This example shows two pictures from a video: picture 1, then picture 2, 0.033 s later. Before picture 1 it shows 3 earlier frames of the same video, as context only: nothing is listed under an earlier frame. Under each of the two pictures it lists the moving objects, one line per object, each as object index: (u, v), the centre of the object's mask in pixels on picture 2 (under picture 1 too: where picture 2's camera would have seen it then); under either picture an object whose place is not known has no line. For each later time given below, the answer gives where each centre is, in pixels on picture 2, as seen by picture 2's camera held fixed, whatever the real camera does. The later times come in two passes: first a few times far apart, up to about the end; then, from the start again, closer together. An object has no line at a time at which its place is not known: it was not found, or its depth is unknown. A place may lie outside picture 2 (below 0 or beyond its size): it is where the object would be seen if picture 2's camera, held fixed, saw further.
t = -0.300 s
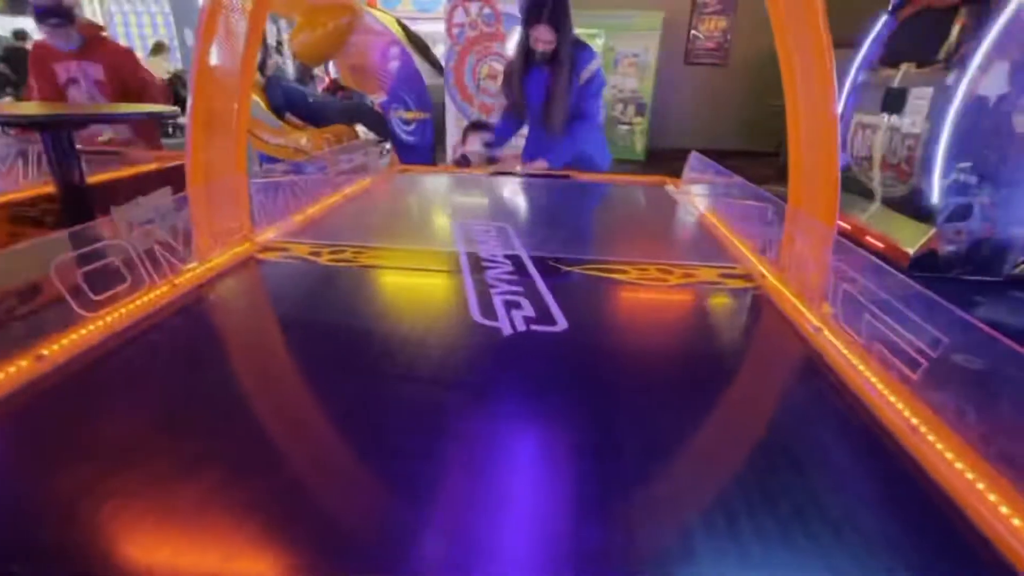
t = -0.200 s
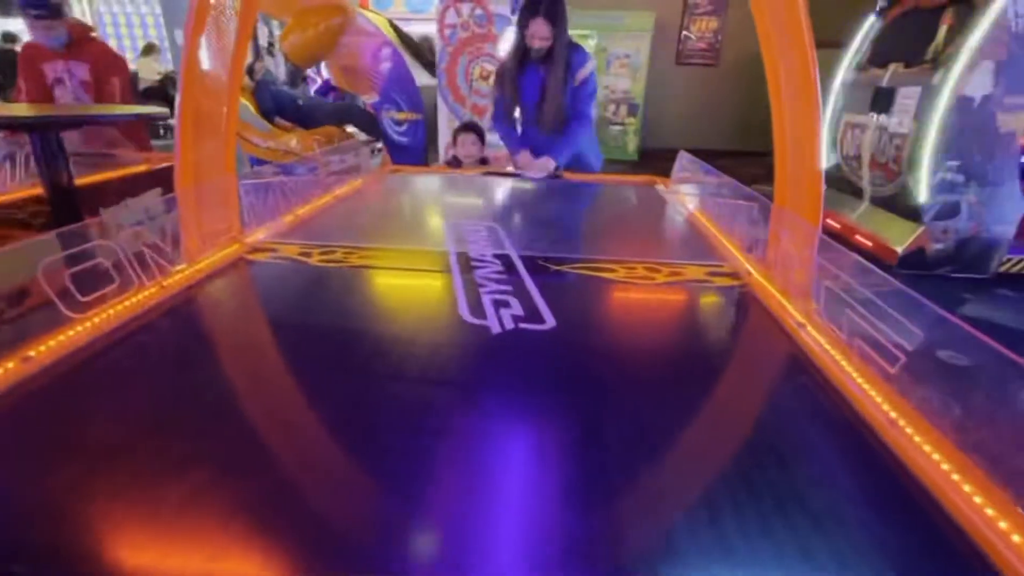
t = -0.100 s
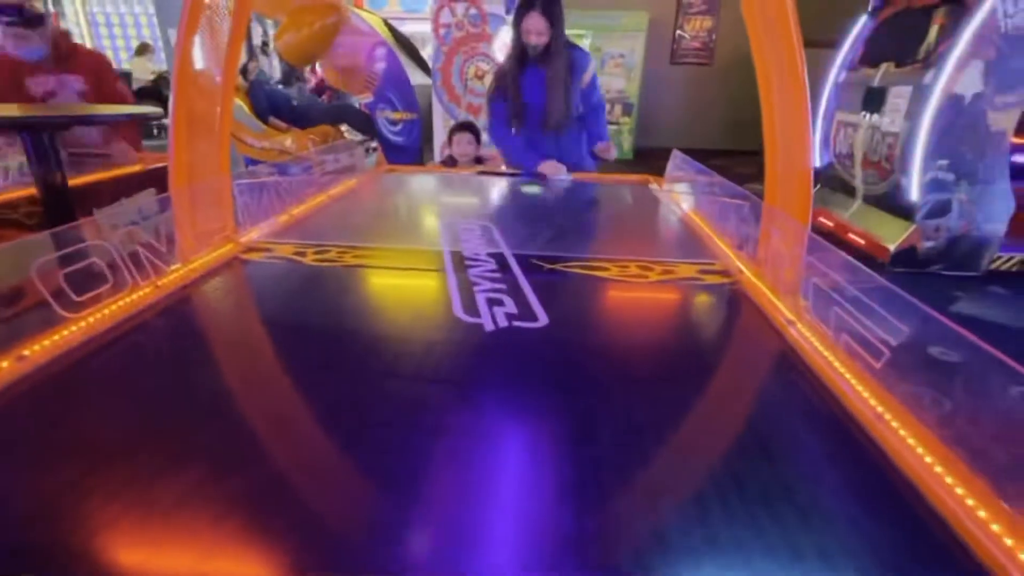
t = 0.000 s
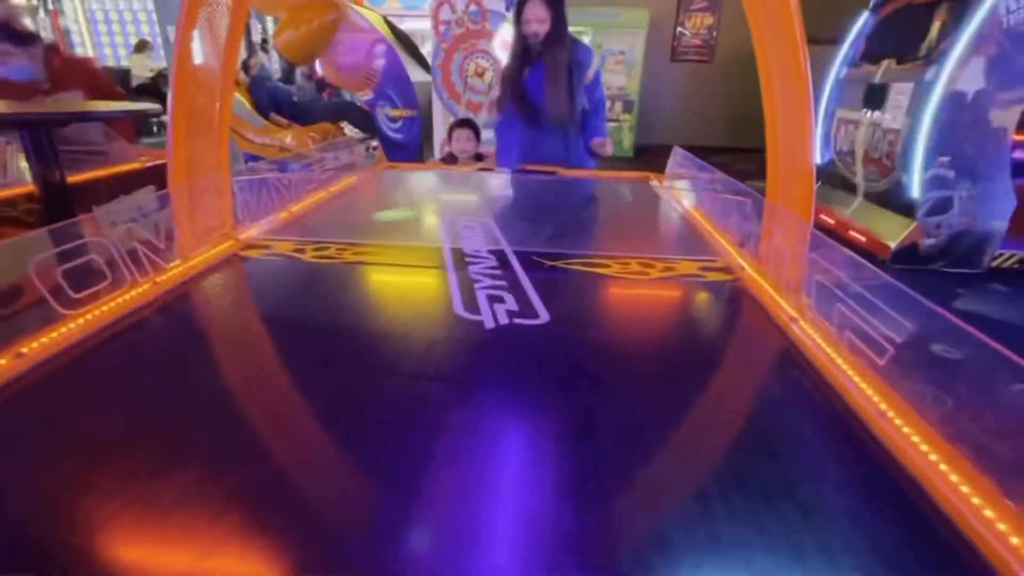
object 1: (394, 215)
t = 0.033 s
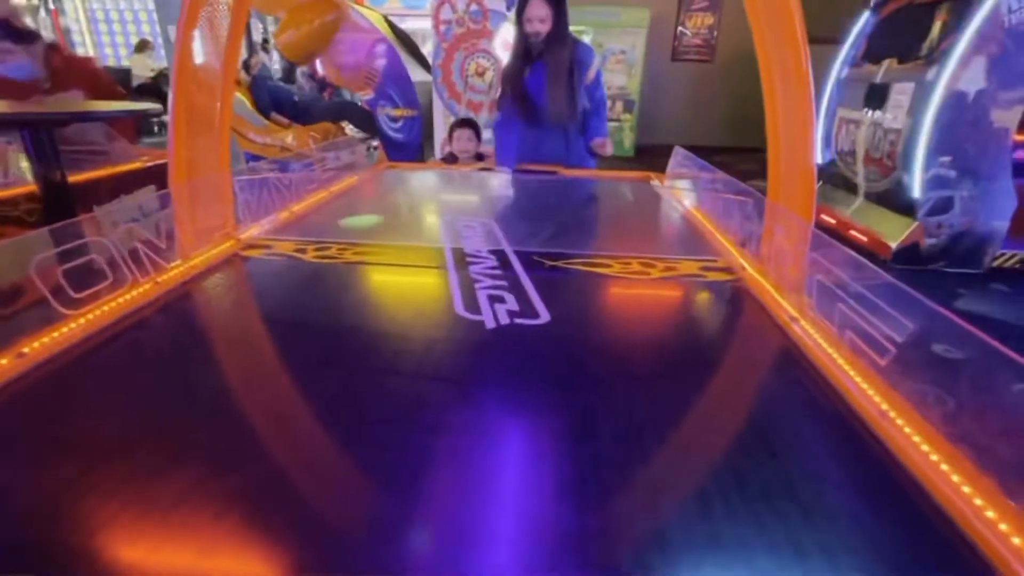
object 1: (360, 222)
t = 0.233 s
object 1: (321, 280)
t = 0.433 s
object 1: (440, 416)
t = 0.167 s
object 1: (300, 254)
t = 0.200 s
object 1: (310, 266)
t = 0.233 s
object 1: (321, 280)
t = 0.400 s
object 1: (412, 382)
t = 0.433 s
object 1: (440, 416)
